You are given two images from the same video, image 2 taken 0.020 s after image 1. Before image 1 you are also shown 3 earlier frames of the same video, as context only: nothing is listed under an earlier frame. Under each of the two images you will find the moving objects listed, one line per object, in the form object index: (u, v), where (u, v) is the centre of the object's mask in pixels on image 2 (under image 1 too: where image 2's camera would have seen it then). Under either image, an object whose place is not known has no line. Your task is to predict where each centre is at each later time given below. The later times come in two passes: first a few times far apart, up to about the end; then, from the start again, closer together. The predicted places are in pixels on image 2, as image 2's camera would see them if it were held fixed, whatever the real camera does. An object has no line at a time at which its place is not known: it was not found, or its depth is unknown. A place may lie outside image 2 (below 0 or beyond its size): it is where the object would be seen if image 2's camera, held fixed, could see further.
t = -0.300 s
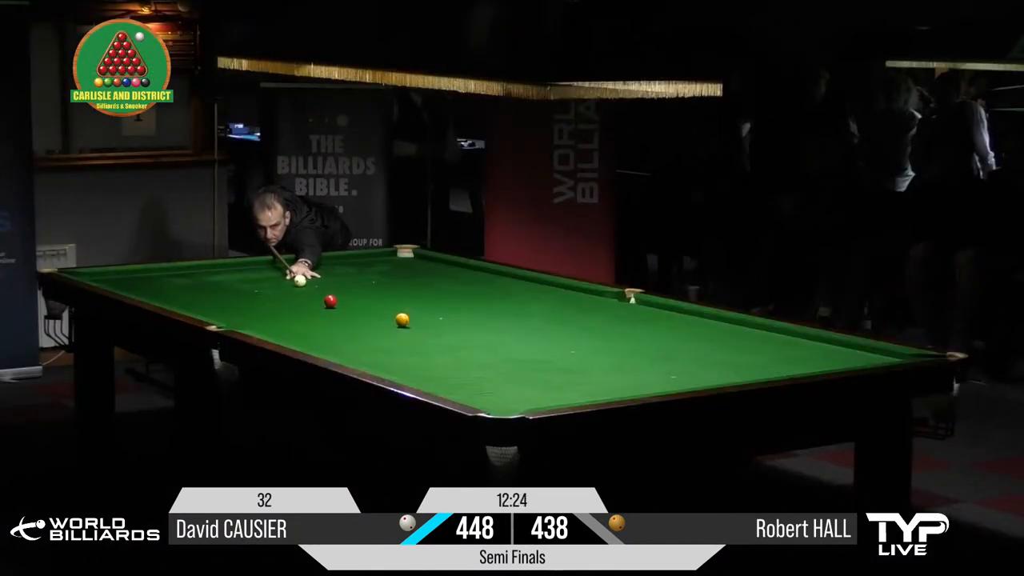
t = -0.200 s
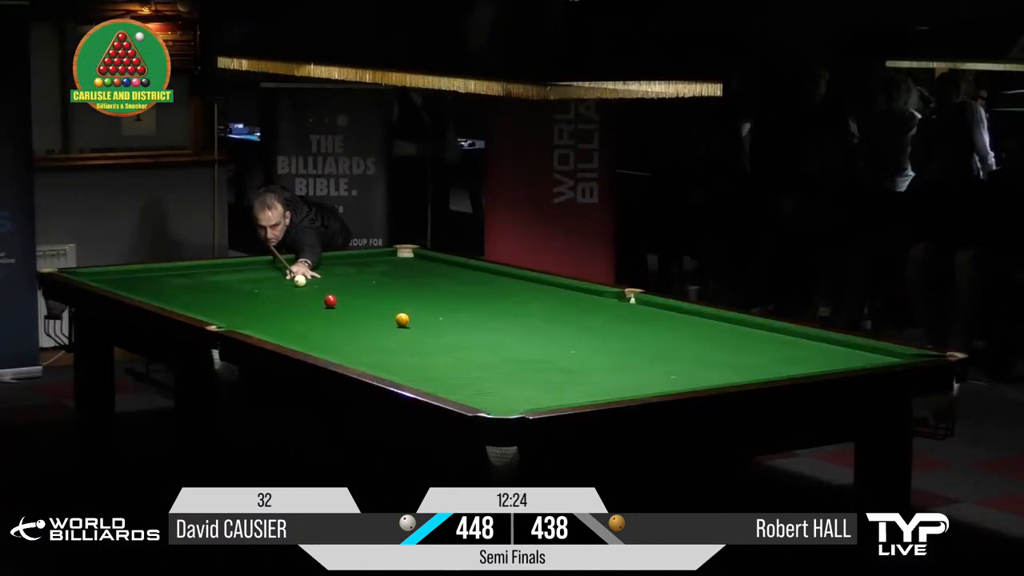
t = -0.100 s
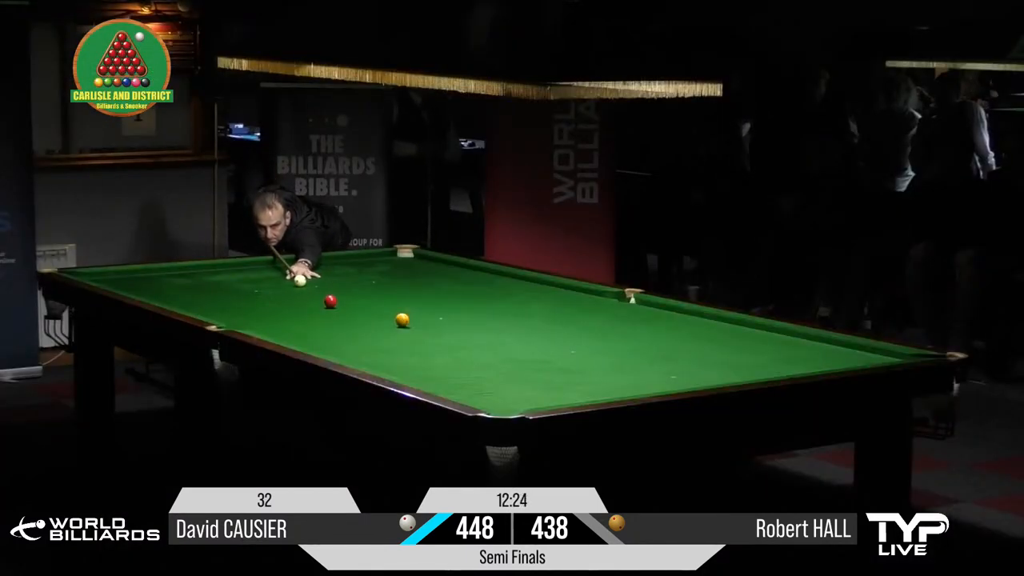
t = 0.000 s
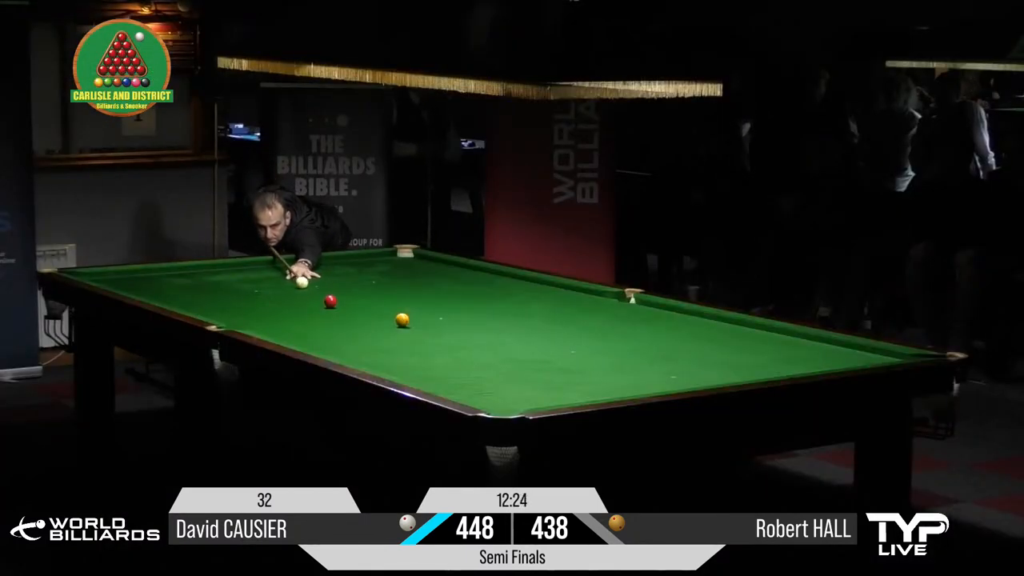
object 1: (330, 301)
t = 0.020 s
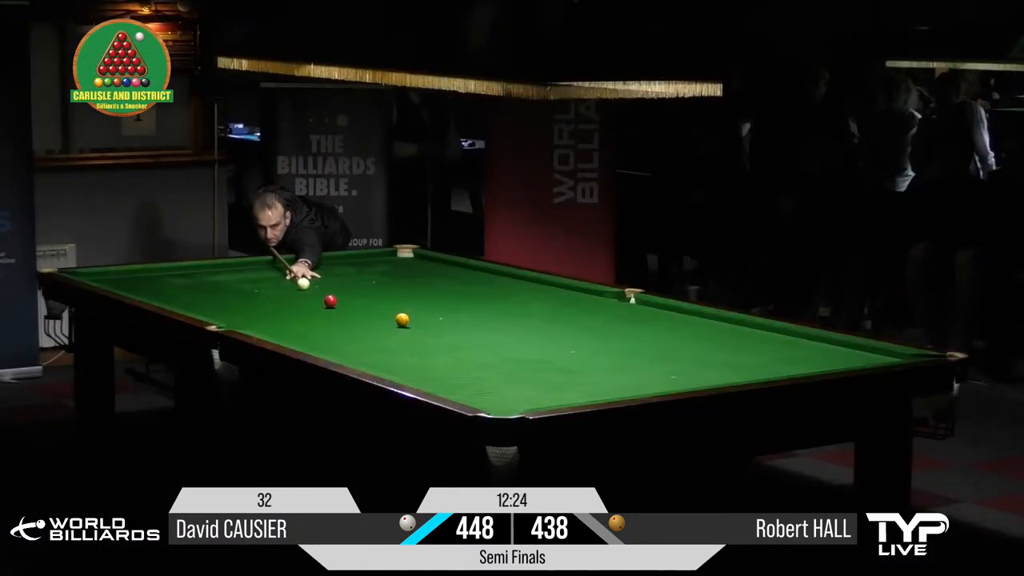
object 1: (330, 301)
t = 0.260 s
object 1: (330, 301)
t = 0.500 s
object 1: (360, 306)
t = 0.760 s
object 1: (395, 311)
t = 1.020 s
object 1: (433, 318)
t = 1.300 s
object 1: (471, 325)
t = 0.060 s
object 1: (330, 301)
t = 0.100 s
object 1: (330, 301)
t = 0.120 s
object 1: (330, 301)
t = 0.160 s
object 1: (330, 301)
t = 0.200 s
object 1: (330, 301)
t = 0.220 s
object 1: (330, 301)
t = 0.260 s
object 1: (330, 301)
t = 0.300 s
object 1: (330, 301)
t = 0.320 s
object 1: (331, 301)
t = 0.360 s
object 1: (339, 302)
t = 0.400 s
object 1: (346, 303)
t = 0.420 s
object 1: (349, 304)
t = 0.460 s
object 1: (355, 305)
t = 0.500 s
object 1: (360, 306)
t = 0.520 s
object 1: (363, 306)
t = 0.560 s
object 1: (368, 307)
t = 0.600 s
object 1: (374, 308)
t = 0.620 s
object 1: (377, 309)
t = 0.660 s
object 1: (382, 310)
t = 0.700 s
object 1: (388, 311)
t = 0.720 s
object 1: (390, 311)
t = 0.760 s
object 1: (395, 311)
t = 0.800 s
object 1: (402, 310)
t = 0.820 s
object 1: (405, 311)
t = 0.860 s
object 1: (411, 314)
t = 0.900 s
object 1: (415, 315)
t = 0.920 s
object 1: (418, 316)
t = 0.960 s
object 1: (424, 317)
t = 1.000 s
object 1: (430, 317)
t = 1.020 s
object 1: (433, 318)
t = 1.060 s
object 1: (438, 319)
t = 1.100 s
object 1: (443, 320)
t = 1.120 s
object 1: (446, 321)
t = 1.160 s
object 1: (452, 322)
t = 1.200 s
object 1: (457, 322)
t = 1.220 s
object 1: (460, 323)
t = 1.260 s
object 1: (466, 324)
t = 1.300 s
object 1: (471, 325)
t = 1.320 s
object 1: (474, 325)
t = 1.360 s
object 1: (479, 326)
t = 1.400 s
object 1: (485, 327)
